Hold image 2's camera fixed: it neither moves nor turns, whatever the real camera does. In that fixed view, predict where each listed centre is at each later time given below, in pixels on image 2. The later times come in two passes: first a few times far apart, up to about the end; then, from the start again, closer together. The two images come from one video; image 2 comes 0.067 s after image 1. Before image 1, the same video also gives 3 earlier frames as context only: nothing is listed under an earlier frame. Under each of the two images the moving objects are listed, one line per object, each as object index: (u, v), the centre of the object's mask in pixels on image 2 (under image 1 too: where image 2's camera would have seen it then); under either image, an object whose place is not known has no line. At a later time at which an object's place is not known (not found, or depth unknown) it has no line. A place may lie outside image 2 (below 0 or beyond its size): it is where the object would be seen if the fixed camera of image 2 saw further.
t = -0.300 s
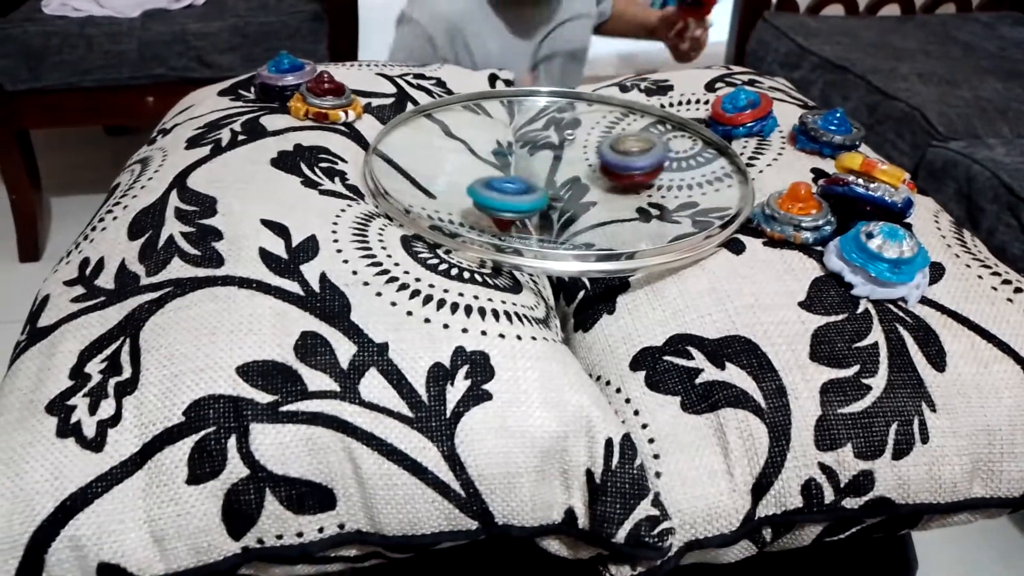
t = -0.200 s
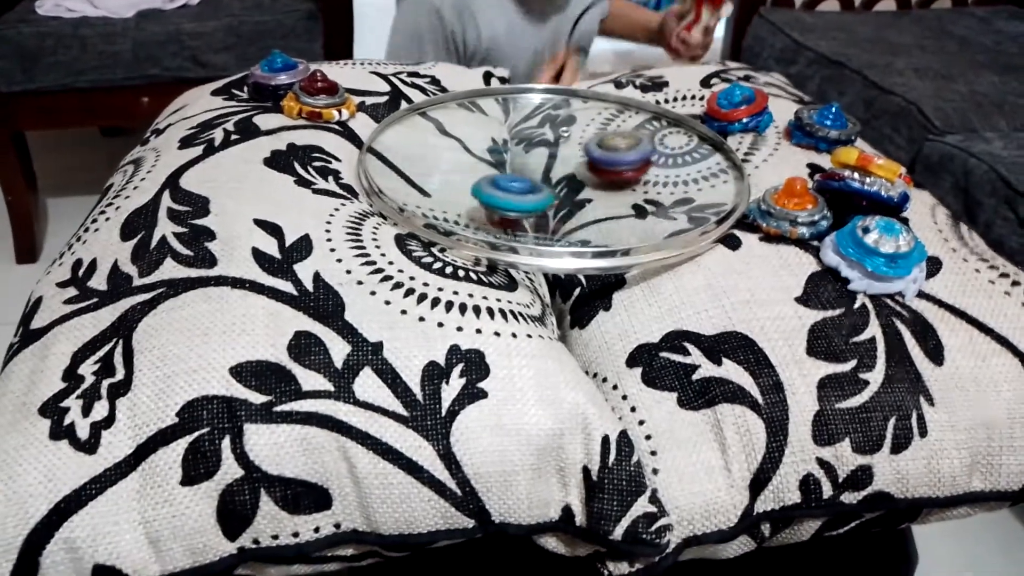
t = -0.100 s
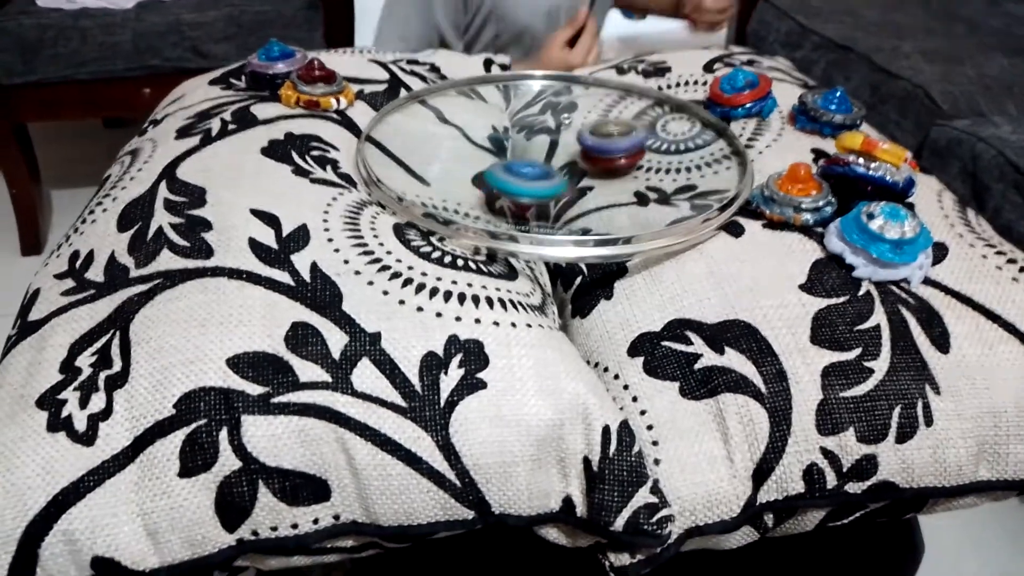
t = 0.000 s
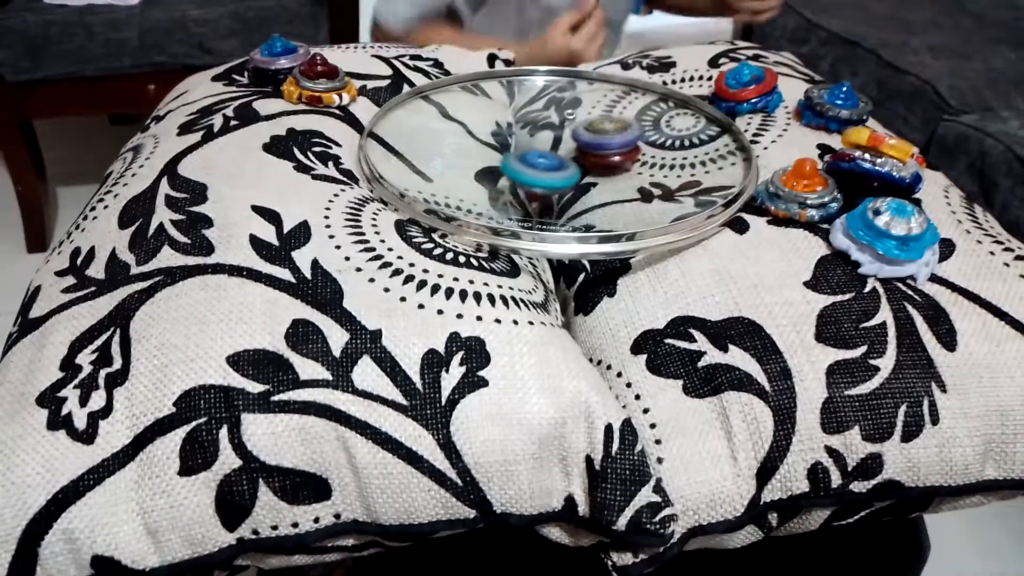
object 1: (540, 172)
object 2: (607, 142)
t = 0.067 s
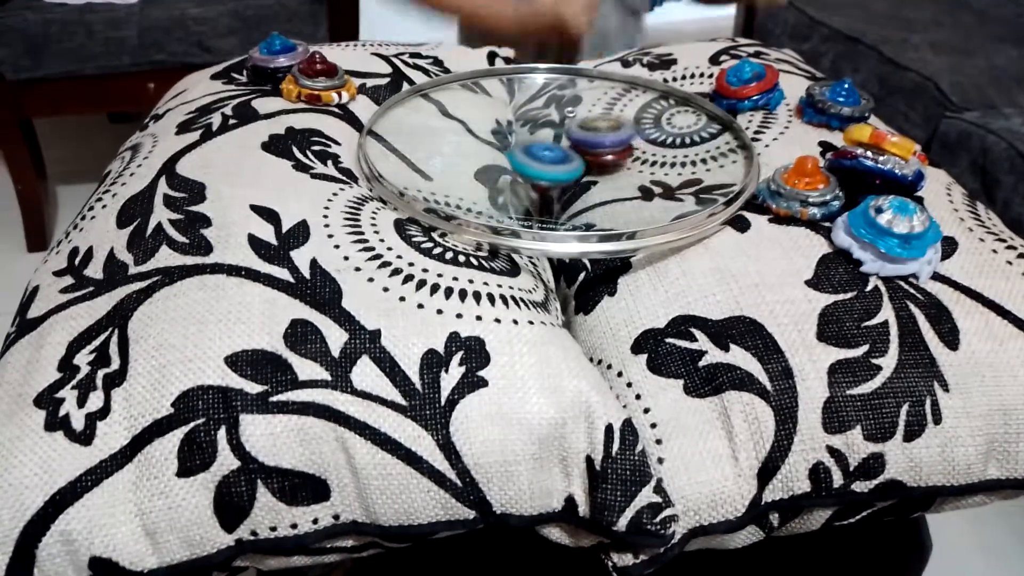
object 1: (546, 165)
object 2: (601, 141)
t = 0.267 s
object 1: (516, 150)
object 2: (624, 134)
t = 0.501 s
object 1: (526, 130)
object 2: (620, 129)
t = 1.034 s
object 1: (504, 107)
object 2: (628, 152)
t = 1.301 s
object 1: (533, 126)
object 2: (591, 157)
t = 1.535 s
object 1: (537, 115)
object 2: (588, 166)
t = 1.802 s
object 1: (556, 115)
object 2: (592, 162)
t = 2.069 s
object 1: (568, 117)
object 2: (611, 174)
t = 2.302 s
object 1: (585, 132)
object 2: (611, 174)
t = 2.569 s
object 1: (601, 121)
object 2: (586, 184)
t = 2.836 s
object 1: (587, 125)
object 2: (574, 176)
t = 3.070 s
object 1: (585, 119)
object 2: (569, 173)
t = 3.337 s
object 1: (572, 128)
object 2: (575, 175)
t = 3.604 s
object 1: (556, 122)
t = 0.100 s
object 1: (547, 162)
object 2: (600, 140)
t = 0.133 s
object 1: (540, 159)
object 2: (602, 140)
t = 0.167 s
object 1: (527, 158)
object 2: (610, 138)
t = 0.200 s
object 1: (519, 155)
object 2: (617, 137)
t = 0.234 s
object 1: (516, 152)
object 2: (622, 134)
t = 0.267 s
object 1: (516, 150)
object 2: (624, 134)
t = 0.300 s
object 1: (517, 147)
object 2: (624, 132)
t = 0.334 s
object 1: (518, 144)
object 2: (623, 131)
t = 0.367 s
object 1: (520, 141)
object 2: (622, 131)
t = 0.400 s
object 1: (522, 139)
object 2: (622, 130)
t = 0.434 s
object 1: (522, 136)
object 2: (621, 129)
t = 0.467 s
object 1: (524, 134)
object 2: (621, 129)
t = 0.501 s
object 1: (526, 130)
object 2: (620, 129)
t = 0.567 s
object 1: (532, 125)
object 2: (618, 130)
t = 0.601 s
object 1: (531, 124)
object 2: (616, 129)
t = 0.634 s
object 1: (532, 122)
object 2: (615, 130)
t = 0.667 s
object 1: (533, 120)
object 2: (613, 131)
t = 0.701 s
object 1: (536, 118)
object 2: (612, 131)
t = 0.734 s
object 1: (528, 113)
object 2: (627, 136)
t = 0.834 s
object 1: (510, 102)
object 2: (643, 143)
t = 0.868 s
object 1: (508, 102)
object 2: (641, 145)
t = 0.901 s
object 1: (505, 102)
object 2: (639, 147)
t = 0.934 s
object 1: (503, 103)
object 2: (637, 149)
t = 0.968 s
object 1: (503, 104)
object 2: (635, 151)
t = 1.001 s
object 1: (503, 105)
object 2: (631, 153)
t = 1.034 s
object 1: (504, 107)
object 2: (628, 152)
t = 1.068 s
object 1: (505, 110)
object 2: (622, 154)
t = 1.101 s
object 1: (509, 113)
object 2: (619, 153)
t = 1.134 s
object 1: (512, 115)
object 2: (614, 155)
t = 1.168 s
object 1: (515, 118)
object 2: (608, 156)
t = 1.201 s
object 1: (521, 120)
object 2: (604, 156)
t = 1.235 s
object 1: (525, 123)
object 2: (599, 156)
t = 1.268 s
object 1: (530, 125)
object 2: (594, 156)
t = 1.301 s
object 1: (533, 126)
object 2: (591, 157)
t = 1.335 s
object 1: (530, 121)
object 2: (593, 161)
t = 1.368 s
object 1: (529, 118)
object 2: (595, 165)
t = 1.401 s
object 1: (534, 116)
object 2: (595, 167)
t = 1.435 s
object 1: (535, 115)
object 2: (594, 168)
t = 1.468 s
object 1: (535, 115)
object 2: (591, 167)
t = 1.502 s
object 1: (537, 115)
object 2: (589, 166)
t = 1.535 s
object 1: (537, 115)
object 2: (588, 166)
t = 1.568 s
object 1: (539, 115)
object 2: (586, 165)
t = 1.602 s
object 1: (541, 116)
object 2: (586, 163)
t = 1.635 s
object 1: (544, 116)
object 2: (584, 162)
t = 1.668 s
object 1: (546, 117)
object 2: (584, 161)
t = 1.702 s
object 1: (549, 117)
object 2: (584, 160)
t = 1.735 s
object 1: (550, 118)
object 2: (585, 159)
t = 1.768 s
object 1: (553, 118)
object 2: (586, 157)
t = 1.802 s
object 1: (556, 115)
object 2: (592, 162)
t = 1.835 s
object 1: (558, 113)
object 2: (596, 165)
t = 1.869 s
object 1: (559, 112)
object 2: (600, 169)
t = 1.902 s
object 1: (560, 111)
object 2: (601, 171)
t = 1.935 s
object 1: (561, 113)
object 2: (604, 172)
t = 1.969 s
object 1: (562, 113)
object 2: (607, 173)
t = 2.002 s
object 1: (564, 115)
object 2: (609, 174)
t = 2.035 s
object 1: (566, 116)
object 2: (611, 174)
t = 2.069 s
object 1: (568, 117)
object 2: (611, 174)
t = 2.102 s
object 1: (569, 119)
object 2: (611, 174)
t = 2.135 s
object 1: (572, 122)
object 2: (612, 175)
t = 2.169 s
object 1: (575, 124)
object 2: (611, 175)
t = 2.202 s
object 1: (577, 127)
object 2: (611, 174)
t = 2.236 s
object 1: (580, 129)
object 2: (611, 174)
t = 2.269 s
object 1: (582, 130)
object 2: (611, 173)
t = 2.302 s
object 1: (585, 132)
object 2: (611, 174)
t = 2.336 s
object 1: (587, 134)
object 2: (609, 174)
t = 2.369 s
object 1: (588, 134)
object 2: (609, 173)
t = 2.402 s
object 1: (590, 134)
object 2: (607, 174)
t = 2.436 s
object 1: (591, 134)
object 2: (605, 174)
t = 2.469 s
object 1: (597, 132)
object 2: (602, 177)
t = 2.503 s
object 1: (600, 126)
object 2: (595, 178)
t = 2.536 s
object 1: (602, 122)
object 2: (590, 183)
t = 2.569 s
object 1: (601, 121)
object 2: (586, 184)
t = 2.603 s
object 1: (600, 121)
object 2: (582, 183)
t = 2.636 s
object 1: (598, 120)
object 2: (581, 184)
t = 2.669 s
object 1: (597, 121)
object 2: (579, 183)
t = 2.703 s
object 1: (595, 121)
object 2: (578, 184)
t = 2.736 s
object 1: (593, 121)
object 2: (577, 183)
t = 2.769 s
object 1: (591, 122)
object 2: (575, 182)
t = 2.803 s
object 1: (589, 123)
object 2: (575, 178)
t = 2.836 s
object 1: (587, 125)
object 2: (574, 176)
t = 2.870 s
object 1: (586, 124)
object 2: (574, 175)
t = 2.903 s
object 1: (585, 125)
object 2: (575, 173)
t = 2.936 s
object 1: (584, 125)
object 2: (576, 171)
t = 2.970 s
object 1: (583, 127)
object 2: (579, 169)
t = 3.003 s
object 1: (585, 125)
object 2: (577, 170)
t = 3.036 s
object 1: (587, 121)
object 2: (574, 172)
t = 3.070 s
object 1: (585, 119)
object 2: (569, 173)
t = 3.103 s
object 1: (585, 119)
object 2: (567, 173)
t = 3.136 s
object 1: (584, 120)
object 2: (567, 173)
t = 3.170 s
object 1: (583, 121)
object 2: (569, 173)
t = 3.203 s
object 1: (580, 122)
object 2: (571, 174)
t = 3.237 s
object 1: (578, 124)
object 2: (573, 173)
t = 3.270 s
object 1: (576, 125)
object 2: (575, 174)
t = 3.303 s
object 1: (574, 127)
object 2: (574, 174)
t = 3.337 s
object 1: (572, 128)
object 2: (575, 175)
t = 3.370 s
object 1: (571, 129)
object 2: (577, 176)
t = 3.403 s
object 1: (569, 131)
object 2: (579, 175)
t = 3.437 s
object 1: (567, 132)
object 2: (580, 175)
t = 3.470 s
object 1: (564, 134)
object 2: (581, 176)
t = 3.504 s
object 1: (562, 134)
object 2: (583, 176)
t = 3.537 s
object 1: (561, 130)
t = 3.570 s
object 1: (559, 125)
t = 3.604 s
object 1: (556, 122)
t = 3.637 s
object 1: (553, 120)
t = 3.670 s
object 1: (550, 119)
